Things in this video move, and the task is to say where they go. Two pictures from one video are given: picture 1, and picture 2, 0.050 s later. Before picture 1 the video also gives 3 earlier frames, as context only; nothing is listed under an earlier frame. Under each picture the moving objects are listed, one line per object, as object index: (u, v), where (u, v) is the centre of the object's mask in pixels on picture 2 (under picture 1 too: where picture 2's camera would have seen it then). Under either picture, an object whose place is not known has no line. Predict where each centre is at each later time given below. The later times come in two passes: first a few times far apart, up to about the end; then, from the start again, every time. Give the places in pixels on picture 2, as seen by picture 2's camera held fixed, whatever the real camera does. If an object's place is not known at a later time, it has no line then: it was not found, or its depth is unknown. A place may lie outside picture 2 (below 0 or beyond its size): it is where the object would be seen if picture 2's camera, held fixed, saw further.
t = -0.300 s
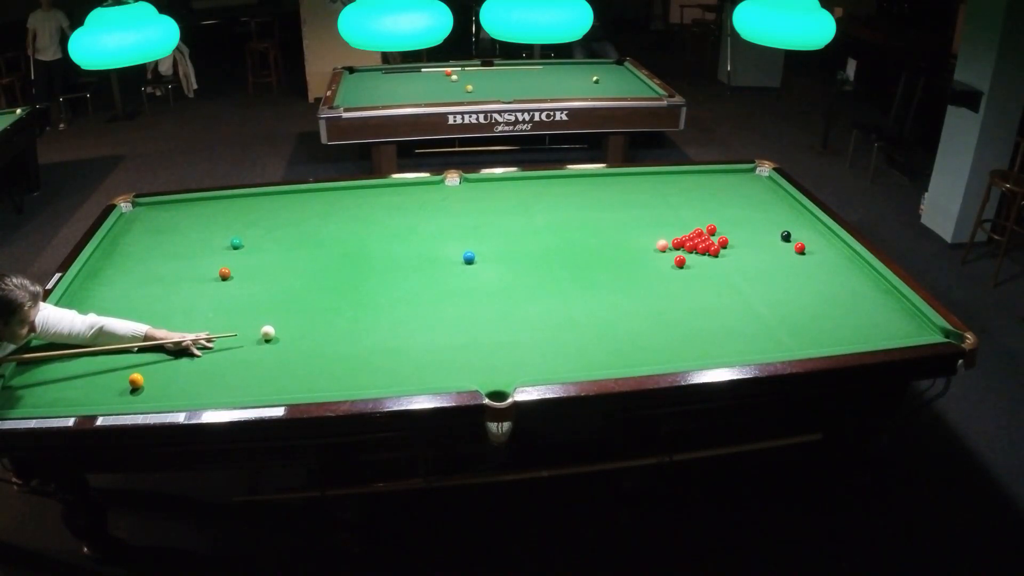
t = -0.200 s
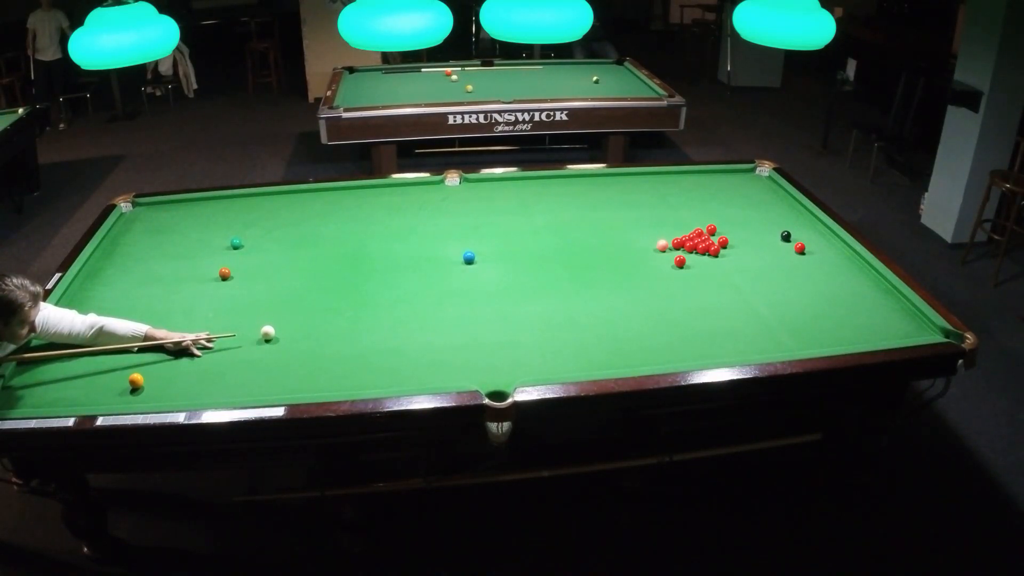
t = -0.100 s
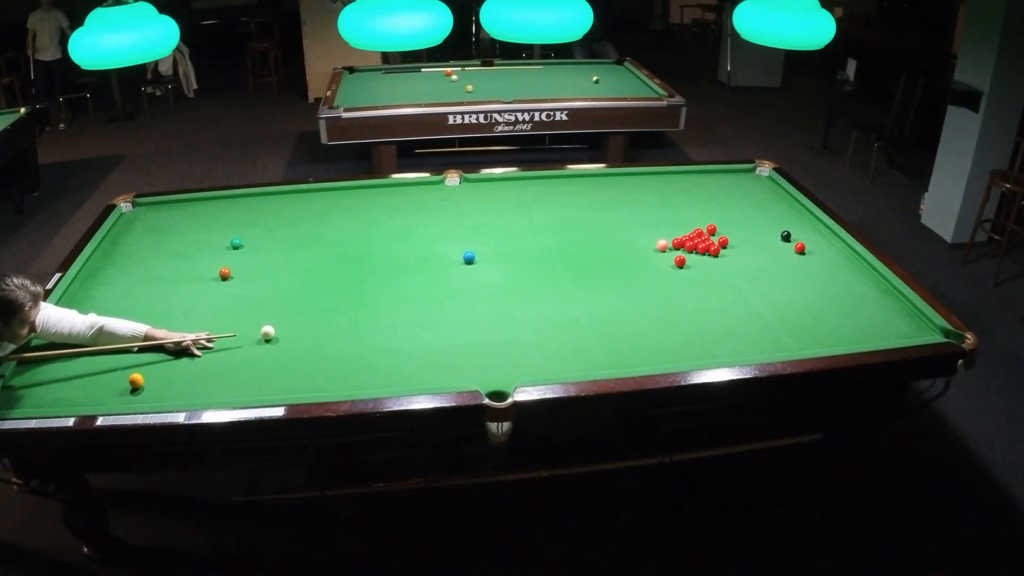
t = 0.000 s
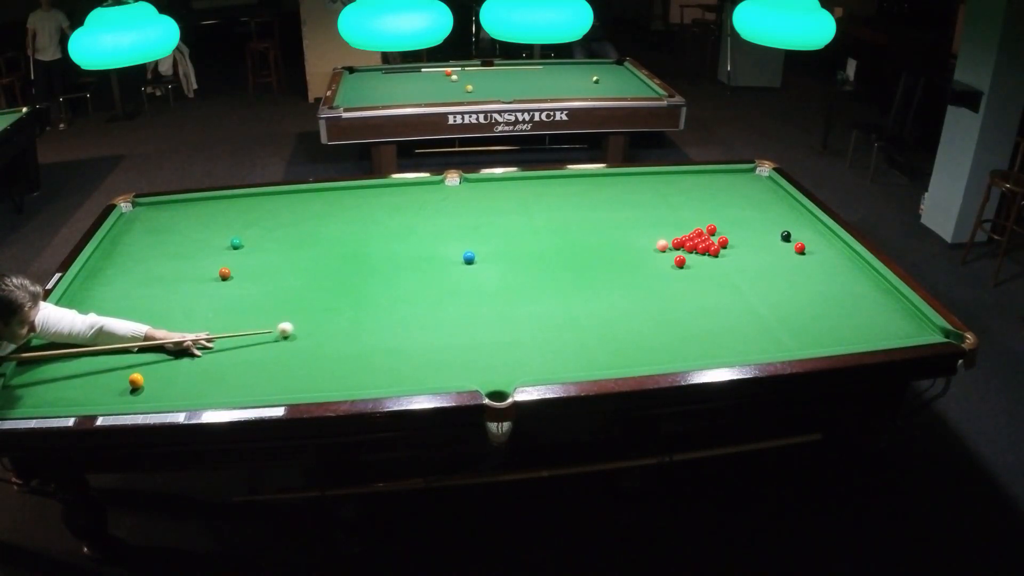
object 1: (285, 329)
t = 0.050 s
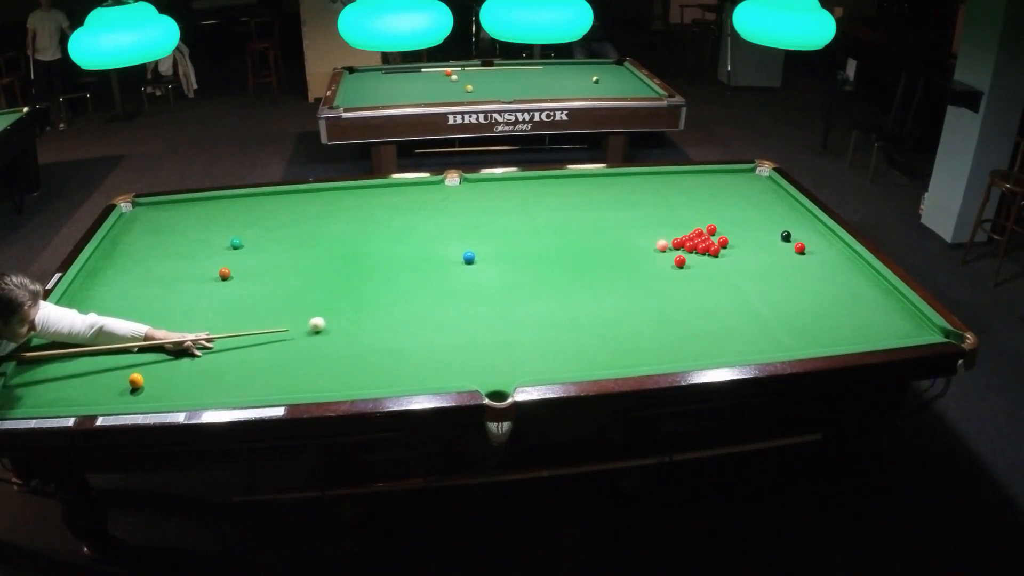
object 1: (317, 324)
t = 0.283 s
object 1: (447, 303)
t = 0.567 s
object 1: (588, 280)
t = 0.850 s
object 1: (701, 271)
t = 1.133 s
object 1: (792, 282)
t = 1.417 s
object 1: (878, 293)
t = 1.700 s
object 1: (876, 310)
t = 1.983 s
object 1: (838, 332)
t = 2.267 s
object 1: (794, 346)
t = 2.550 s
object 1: (741, 341)
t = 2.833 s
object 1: (690, 336)
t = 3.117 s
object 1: (641, 330)
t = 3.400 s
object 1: (593, 325)
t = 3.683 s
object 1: (550, 320)
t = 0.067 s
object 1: (327, 322)
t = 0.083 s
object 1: (337, 321)
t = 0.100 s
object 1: (346, 319)
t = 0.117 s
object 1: (356, 318)
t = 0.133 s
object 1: (365, 316)
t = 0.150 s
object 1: (374, 315)
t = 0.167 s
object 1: (383, 313)
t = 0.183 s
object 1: (393, 312)
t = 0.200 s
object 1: (402, 310)
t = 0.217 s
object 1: (411, 309)
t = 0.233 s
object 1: (420, 307)
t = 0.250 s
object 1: (429, 306)
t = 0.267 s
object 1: (438, 304)
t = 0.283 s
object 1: (447, 303)
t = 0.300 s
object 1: (455, 302)
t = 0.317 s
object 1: (464, 300)
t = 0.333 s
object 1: (473, 299)
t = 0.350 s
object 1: (481, 297)
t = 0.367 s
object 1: (490, 296)
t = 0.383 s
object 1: (499, 295)
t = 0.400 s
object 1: (507, 293)
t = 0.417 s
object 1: (516, 292)
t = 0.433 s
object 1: (524, 290)
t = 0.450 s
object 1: (532, 289)
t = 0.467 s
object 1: (540, 288)
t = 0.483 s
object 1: (549, 287)
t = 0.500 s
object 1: (557, 285)
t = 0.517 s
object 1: (565, 284)
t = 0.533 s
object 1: (573, 283)
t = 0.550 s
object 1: (581, 281)
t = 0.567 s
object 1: (588, 280)
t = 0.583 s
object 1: (596, 278)
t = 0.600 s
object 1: (604, 277)
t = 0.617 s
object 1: (611, 276)
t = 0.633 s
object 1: (619, 275)
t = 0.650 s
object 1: (626, 274)
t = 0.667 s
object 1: (634, 272)
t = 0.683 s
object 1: (641, 271)
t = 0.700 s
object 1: (648, 270)
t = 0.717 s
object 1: (656, 269)
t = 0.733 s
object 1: (662, 268)
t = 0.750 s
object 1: (669, 267)
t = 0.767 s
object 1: (676, 266)
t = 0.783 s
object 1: (681, 267)
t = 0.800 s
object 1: (686, 268)
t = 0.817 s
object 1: (691, 269)
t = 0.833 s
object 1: (696, 270)
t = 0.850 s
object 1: (701, 271)
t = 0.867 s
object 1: (707, 272)
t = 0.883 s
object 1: (712, 272)
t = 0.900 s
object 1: (718, 273)
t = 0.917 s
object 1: (723, 274)
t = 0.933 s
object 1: (728, 274)
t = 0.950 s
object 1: (734, 275)
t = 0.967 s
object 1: (739, 275)
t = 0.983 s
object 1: (744, 276)
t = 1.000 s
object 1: (750, 277)
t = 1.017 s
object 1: (755, 277)
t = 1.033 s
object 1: (760, 278)
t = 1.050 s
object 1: (766, 279)
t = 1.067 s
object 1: (771, 279)
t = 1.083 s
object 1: (776, 280)
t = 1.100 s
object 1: (781, 281)
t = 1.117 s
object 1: (786, 281)
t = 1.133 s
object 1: (792, 282)
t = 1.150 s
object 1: (797, 283)
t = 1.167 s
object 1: (802, 284)
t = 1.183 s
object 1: (808, 284)
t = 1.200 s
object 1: (813, 285)
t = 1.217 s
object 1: (818, 285)
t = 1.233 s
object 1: (823, 286)
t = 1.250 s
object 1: (828, 287)
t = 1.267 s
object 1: (833, 287)
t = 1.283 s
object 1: (838, 288)
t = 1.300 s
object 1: (843, 289)
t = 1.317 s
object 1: (848, 289)
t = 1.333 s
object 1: (853, 290)
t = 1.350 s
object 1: (858, 291)
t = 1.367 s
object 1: (863, 291)
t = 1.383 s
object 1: (868, 292)
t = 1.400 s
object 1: (873, 293)
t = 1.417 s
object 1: (878, 293)
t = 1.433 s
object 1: (883, 294)
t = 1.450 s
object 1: (887, 294)
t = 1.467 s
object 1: (892, 295)
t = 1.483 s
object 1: (897, 296)
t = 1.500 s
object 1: (901, 297)
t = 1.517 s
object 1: (899, 298)
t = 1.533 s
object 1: (897, 299)
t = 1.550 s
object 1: (895, 300)
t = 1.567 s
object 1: (893, 301)
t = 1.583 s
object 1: (891, 302)
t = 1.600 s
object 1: (889, 303)
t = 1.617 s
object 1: (887, 304)
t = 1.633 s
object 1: (885, 306)
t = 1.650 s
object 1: (883, 307)
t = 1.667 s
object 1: (881, 308)
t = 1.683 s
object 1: (878, 309)
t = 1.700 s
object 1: (876, 310)
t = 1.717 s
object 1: (874, 311)
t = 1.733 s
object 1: (872, 313)
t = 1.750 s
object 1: (870, 314)
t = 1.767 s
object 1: (868, 315)
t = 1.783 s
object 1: (866, 316)
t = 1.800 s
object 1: (864, 318)
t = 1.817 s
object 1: (861, 319)
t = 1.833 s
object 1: (859, 320)
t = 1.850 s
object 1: (857, 321)
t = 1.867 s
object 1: (855, 322)
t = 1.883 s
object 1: (852, 324)
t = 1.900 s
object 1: (850, 325)
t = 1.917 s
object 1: (848, 326)
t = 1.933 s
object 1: (846, 327)
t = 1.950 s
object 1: (843, 329)
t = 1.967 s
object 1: (841, 330)
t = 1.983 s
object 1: (838, 332)
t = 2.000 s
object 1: (837, 333)
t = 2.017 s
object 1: (834, 334)
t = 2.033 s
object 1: (832, 335)
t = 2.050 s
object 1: (829, 337)
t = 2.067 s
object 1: (827, 338)
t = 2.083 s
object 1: (824, 339)
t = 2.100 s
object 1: (822, 341)
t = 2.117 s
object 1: (819, 342)
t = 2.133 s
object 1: (817, 342)
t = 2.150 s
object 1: (814, 343)
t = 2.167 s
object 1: (812, 344)
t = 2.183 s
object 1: (809, 346)
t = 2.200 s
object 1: (806, 346)
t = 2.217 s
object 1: (803, 346)
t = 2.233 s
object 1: (800, 346)
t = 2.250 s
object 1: (797, 346)
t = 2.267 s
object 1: (794, 346)
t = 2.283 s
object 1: (791, 346)
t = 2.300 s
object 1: (787, 345)
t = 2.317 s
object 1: (784, 345)
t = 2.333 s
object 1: (781, 345)
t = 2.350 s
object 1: (778, 345)
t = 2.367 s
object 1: (775, 345)
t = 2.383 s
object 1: (772, 345)
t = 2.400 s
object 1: (769, 344)
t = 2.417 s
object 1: (766, 344)
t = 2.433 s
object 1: (763, 344)
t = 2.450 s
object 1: (760, 343)
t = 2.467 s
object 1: (756, 343)
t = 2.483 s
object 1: (753, 343)
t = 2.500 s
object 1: (750, 342)
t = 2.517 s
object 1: (747, 342)
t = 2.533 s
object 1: (744, 342)
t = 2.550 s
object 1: (741, 341)
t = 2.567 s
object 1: (738, 341)
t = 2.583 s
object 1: (735, 341)
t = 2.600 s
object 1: (732, 340)
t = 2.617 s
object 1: (729, 340)
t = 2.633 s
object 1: (726, 340)
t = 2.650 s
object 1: (723, 339)
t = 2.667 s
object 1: (720, 339)
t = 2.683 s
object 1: (717, 339)
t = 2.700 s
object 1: (714, 338)
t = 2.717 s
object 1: (711, 338)
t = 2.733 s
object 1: (708, 337)
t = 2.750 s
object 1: (705, 337)
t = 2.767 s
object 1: (702, 337)
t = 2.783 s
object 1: (699, 336)
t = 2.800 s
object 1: (696, 336)
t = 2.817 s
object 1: (693, 336)
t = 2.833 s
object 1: (690, 336)
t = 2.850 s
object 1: (687, 335)
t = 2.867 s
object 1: (684, 335)
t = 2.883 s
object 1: (681, 334)
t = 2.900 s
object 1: (678, 334)
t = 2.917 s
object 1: (675, 334)
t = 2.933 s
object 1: (672, 333)
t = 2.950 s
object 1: (669, 333)
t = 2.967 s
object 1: (666, 333)
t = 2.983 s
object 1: (663, 332)
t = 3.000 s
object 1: (660, 332)
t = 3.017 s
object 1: (658, 331)
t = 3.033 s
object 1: (655, 332)
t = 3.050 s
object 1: (652, 331)
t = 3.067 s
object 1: (649, 331)
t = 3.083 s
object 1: (646, 331)
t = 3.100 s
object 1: (643, 330)
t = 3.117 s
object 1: (641, 330)
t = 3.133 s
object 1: (638, 330)
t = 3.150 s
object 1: (635, 329)
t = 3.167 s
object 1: (632, 329)
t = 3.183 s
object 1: (629, 329)
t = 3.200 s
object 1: (627, 328)
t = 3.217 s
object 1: (624, 328)
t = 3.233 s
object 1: (621, 328)
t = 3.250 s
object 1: (618, 327)
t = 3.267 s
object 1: (616, 327)
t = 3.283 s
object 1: (613, 327)
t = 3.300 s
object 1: (610, 326)
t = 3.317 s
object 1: (607, 326)
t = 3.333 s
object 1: (604, 326)
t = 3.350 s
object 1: (602, 325)
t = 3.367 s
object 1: (599, 325)
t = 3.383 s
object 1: (596, 325)
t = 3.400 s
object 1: (593, 325)
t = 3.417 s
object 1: (591, 324)
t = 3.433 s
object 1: (588, 324)
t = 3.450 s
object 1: (585, 324)
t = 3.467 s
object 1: (583, 324)
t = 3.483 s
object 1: (580, 323)
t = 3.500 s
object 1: (577, 323)
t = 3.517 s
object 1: (575, 323)
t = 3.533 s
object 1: (572, 323)
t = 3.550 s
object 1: (570, 322)
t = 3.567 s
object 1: (567, 322)
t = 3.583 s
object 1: (565, 322)
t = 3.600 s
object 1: (562, 322)
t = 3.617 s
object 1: (559, 321)
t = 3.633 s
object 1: (557, 321)
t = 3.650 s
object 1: (554, 321)
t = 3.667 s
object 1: (552, 320)
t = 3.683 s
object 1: (550, 320)
